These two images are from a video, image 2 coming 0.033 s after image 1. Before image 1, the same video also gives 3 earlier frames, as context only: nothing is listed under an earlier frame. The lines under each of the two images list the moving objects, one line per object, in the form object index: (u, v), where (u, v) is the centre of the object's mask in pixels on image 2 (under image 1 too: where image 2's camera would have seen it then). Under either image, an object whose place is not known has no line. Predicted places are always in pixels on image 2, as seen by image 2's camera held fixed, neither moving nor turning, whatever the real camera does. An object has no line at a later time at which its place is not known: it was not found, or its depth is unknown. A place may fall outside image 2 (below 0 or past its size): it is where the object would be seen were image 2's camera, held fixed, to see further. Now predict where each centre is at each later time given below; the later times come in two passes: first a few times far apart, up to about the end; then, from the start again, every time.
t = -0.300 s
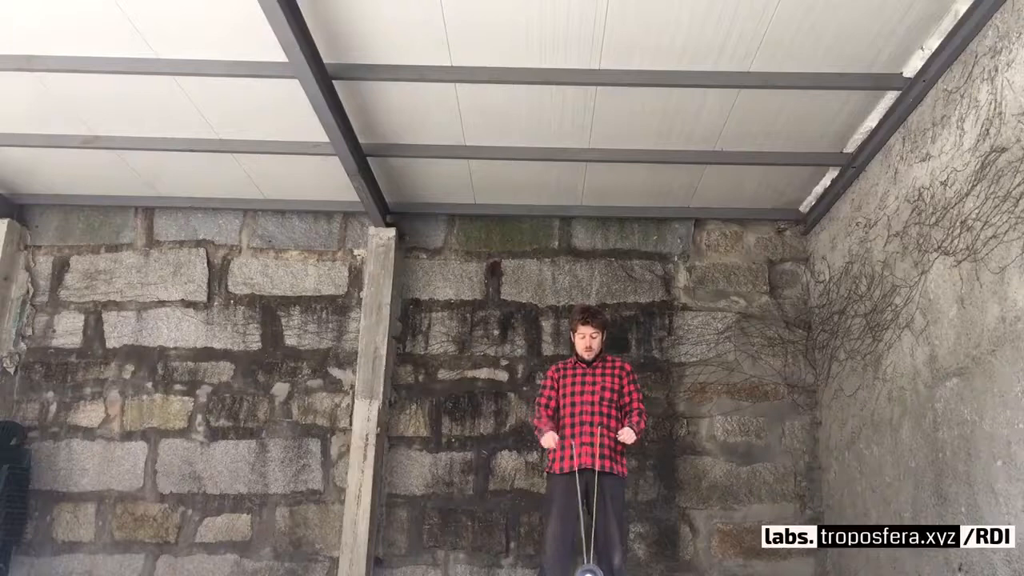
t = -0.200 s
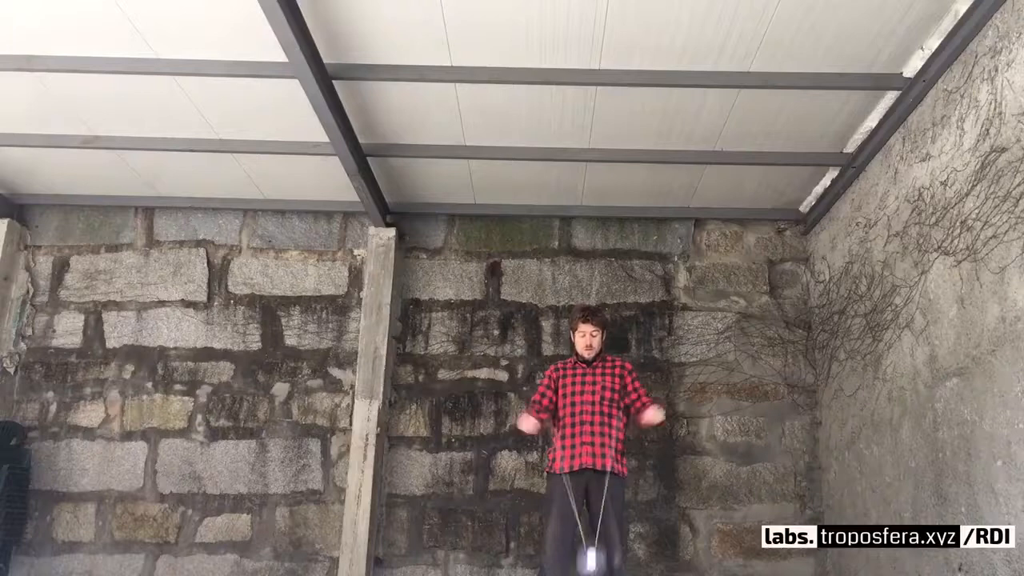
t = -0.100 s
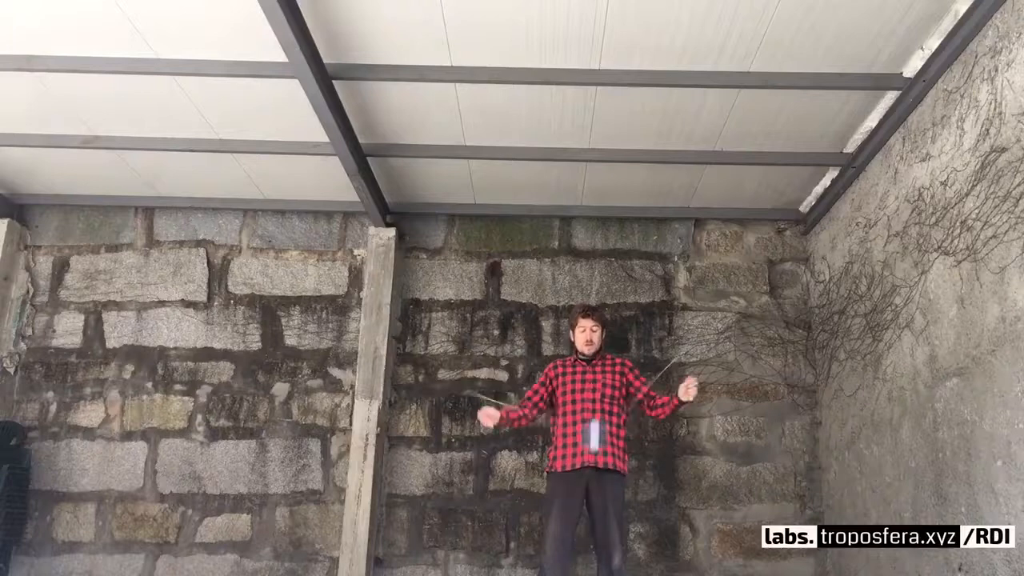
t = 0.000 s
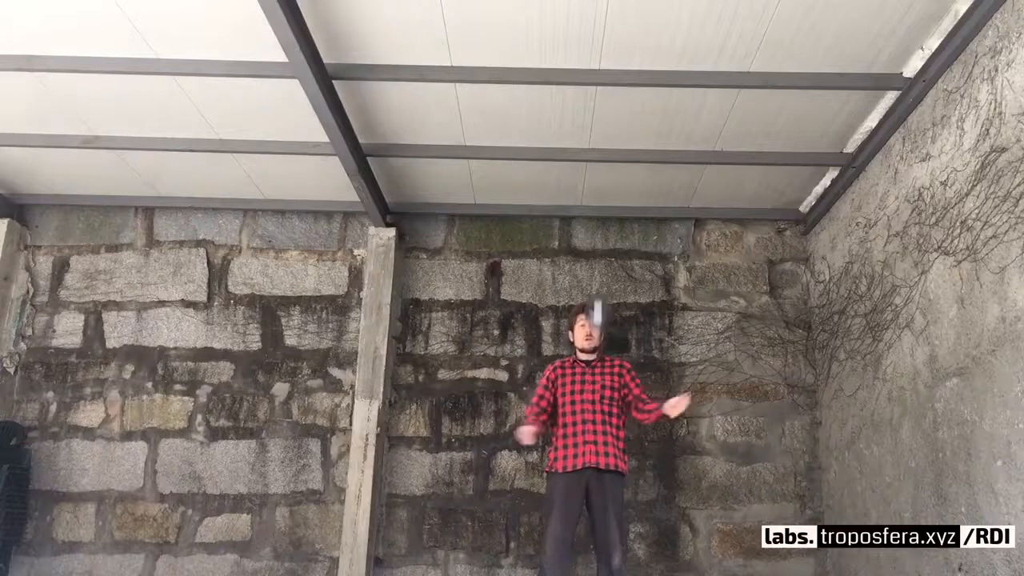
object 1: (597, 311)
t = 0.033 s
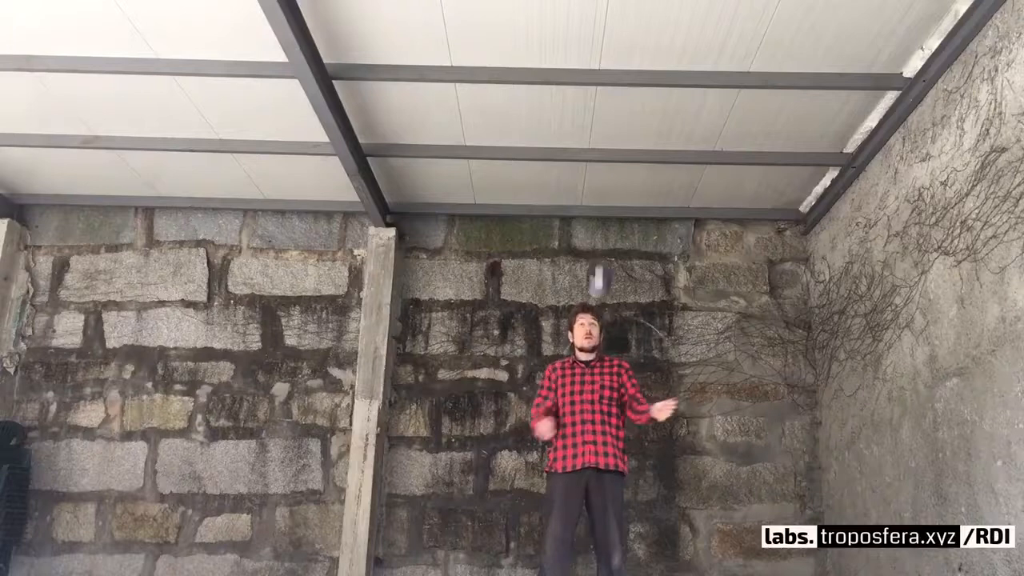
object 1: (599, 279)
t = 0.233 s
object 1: (604, 125)
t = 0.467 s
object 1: (610, 44)
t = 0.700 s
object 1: (616, 56)
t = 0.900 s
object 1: (620, 142)
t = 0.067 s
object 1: (600, 245)
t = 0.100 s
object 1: (601, 217)
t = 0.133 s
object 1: (601, 190)
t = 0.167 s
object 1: (602, 167)
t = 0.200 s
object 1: (603, 144)
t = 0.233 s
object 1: (604, 125)
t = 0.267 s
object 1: (605, 107)
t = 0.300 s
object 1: (606, 91)
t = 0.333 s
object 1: (607, 78)
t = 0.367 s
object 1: (608, 66)
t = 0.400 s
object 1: (609, 57)
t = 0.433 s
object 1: (610, 50)
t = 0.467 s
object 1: (610, 44)
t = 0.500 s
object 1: (611, 40)
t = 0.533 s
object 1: (612, 38)
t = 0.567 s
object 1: (613, 38)
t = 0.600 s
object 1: (614, 40)
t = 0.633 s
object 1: (614, 44)
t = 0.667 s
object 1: (615, 49)
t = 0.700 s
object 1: (616, 56)
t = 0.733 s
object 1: (617, 65)
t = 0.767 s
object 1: (617, 77)
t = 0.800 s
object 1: (618, 90)
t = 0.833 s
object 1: (619, 106)
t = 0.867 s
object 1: (619, 123)
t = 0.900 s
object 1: (620, 142)
